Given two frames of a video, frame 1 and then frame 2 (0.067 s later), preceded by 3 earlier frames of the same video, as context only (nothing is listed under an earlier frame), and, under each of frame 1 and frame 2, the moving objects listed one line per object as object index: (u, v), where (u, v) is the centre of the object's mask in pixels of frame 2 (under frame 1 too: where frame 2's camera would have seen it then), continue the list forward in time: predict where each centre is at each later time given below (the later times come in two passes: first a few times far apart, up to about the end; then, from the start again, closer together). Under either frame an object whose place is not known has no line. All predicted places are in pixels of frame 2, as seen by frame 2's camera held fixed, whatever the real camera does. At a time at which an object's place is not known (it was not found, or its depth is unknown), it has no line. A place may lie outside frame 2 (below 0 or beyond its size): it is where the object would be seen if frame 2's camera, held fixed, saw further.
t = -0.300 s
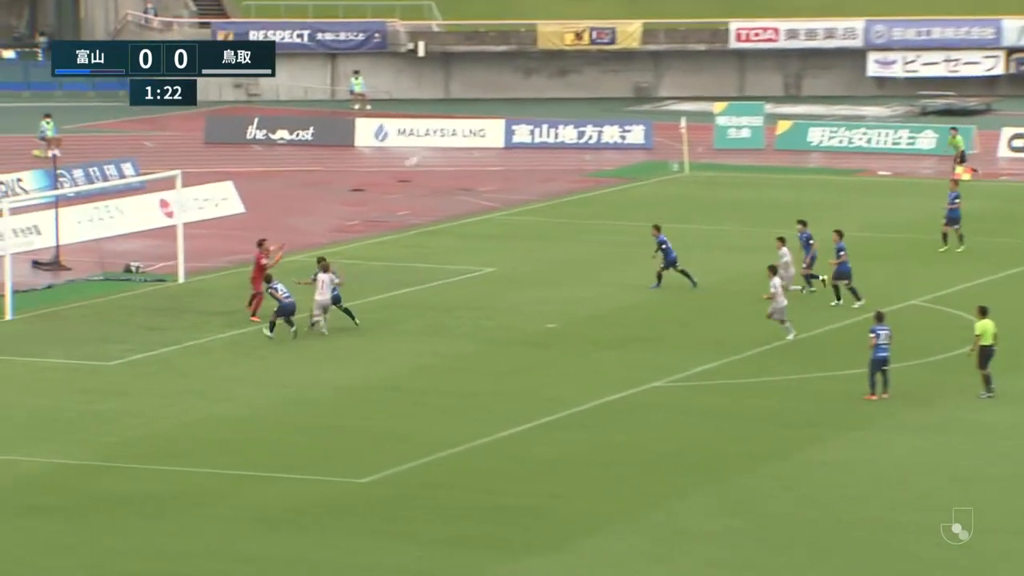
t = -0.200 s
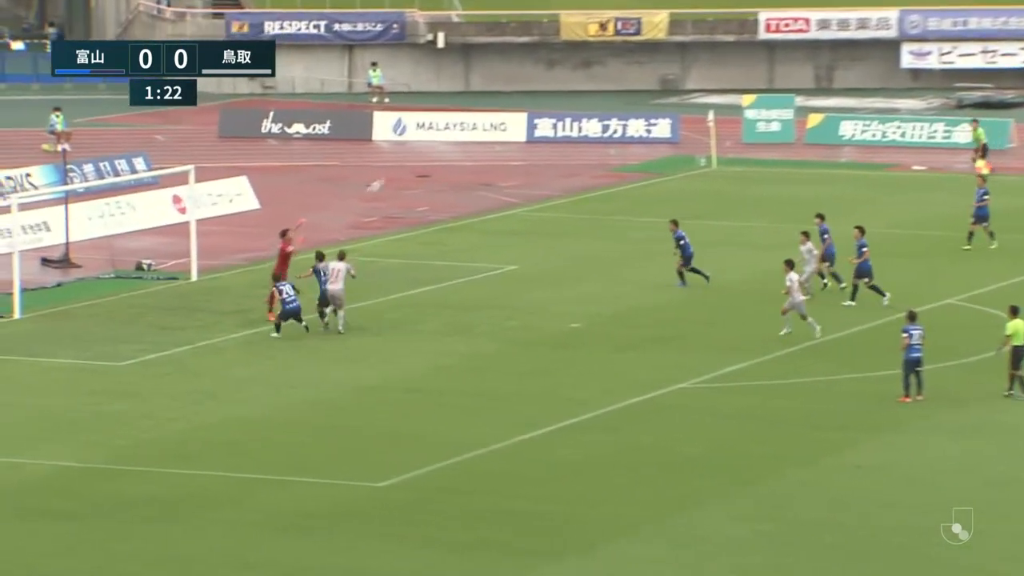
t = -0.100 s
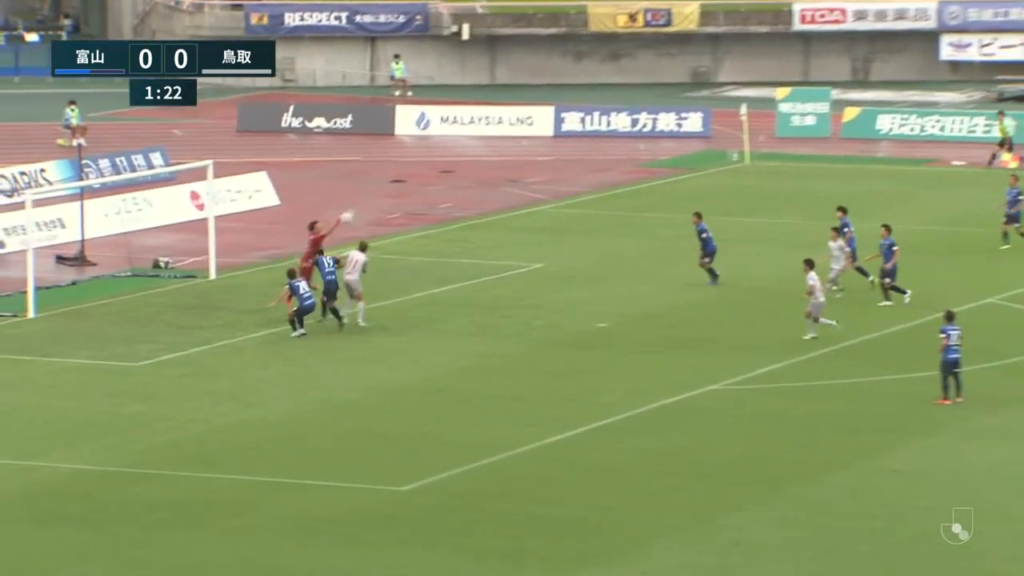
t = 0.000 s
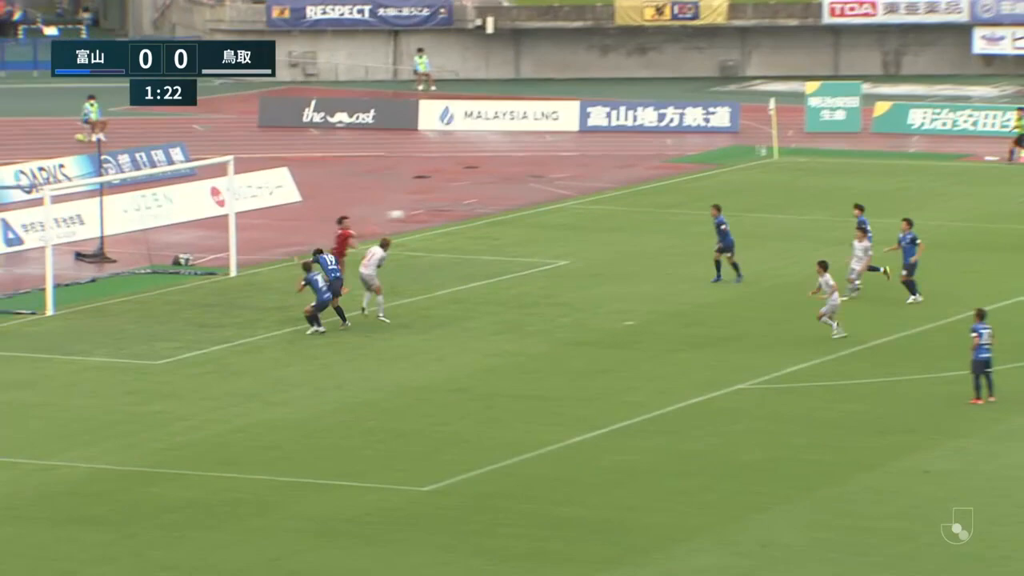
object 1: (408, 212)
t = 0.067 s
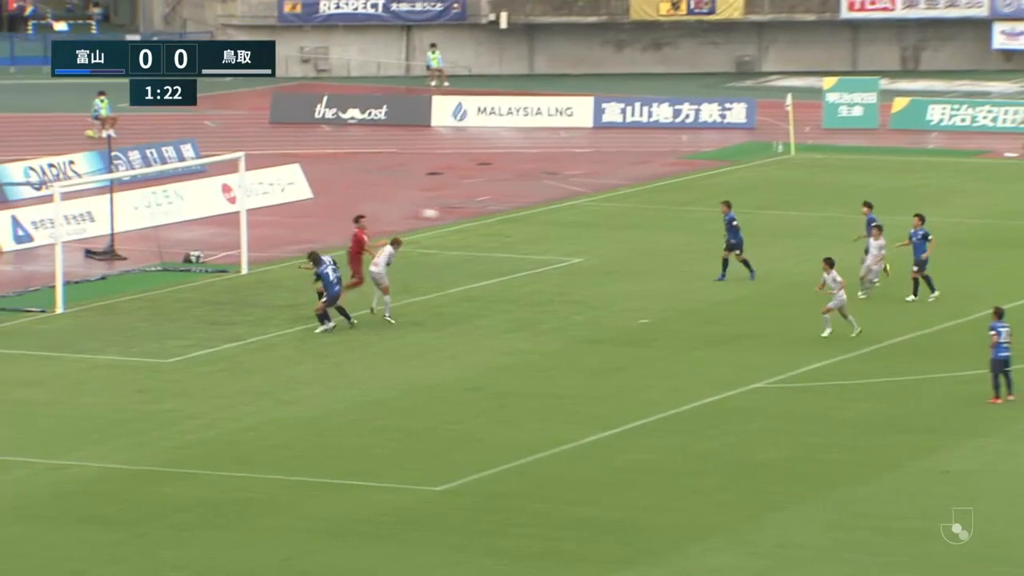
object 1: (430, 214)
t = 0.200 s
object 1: (470, 226)
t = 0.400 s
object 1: (528, 260)
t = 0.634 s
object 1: (593, 326)
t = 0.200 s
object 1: (470, 226)
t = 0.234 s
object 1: (480, 231)
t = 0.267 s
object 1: (489, 235)
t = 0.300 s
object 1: (500, 241)
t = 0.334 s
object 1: (511, 247)
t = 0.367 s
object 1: (520, 253)
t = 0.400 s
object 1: (528, 260)
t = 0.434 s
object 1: (539, 269)
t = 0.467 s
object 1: (549, 278)
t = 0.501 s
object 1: (556, 284)
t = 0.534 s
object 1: (567, 295)
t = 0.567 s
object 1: (575, 305)
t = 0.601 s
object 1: (584, 314)
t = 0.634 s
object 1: (593, 326)
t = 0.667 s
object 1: (603, 321)
